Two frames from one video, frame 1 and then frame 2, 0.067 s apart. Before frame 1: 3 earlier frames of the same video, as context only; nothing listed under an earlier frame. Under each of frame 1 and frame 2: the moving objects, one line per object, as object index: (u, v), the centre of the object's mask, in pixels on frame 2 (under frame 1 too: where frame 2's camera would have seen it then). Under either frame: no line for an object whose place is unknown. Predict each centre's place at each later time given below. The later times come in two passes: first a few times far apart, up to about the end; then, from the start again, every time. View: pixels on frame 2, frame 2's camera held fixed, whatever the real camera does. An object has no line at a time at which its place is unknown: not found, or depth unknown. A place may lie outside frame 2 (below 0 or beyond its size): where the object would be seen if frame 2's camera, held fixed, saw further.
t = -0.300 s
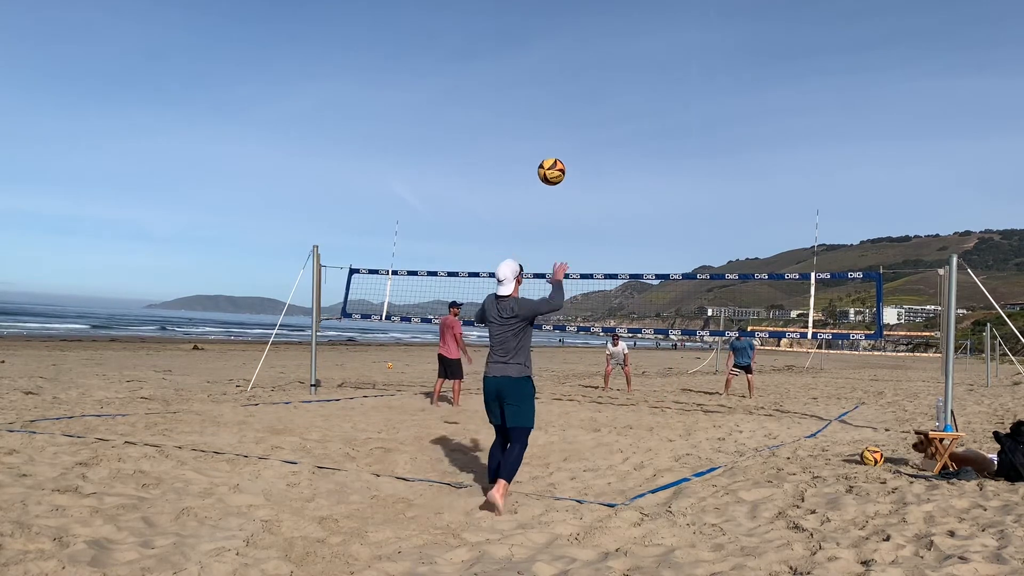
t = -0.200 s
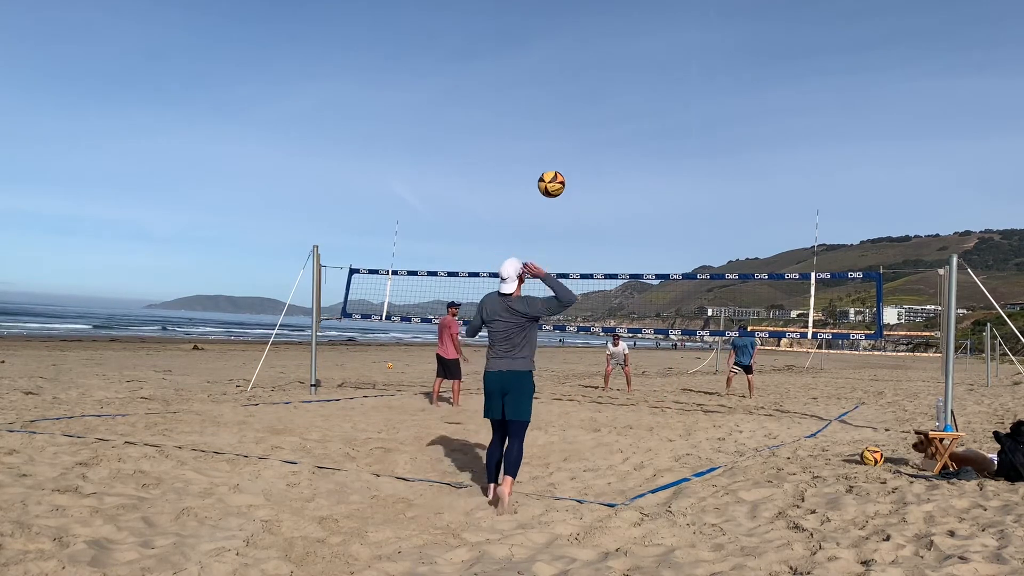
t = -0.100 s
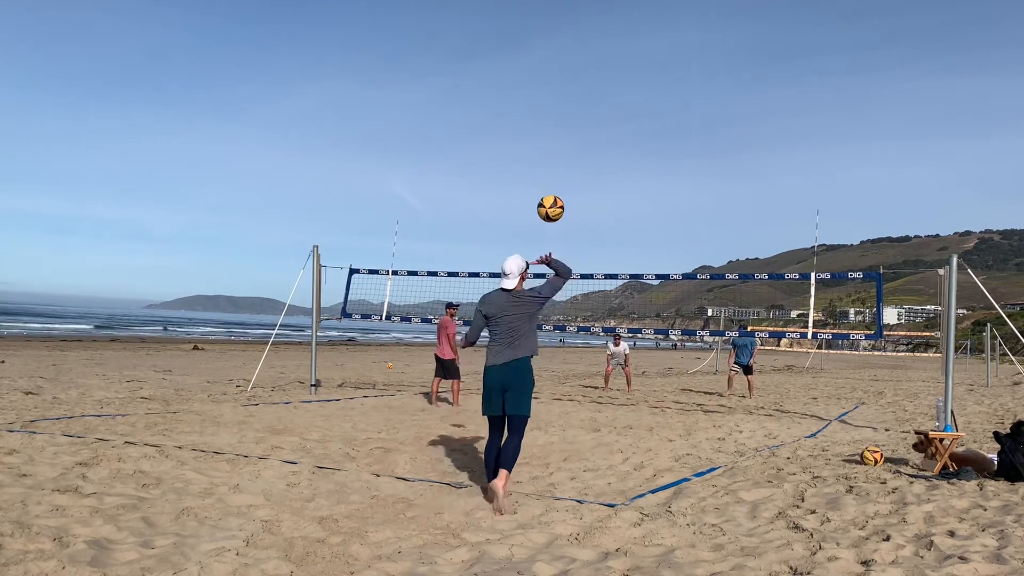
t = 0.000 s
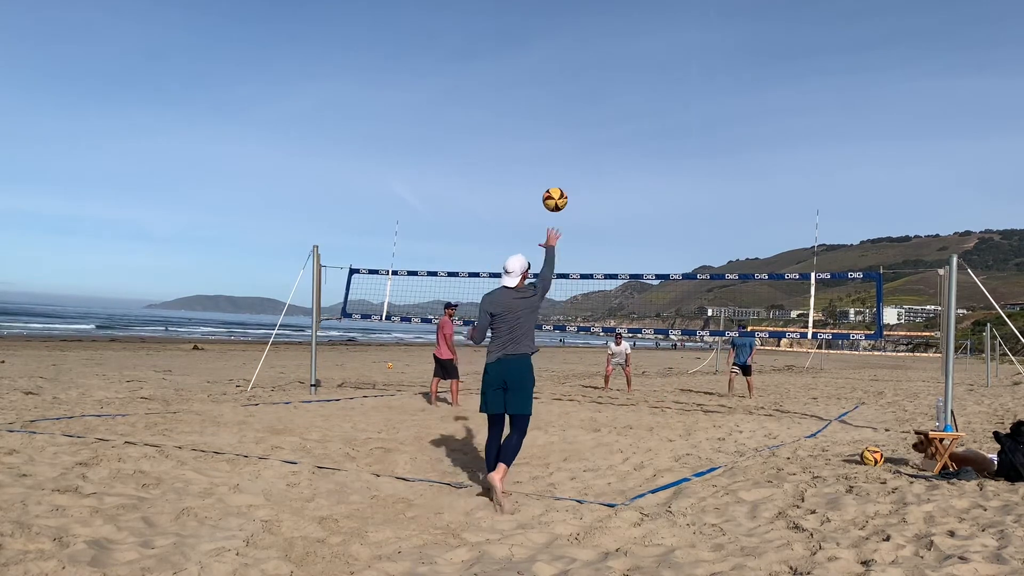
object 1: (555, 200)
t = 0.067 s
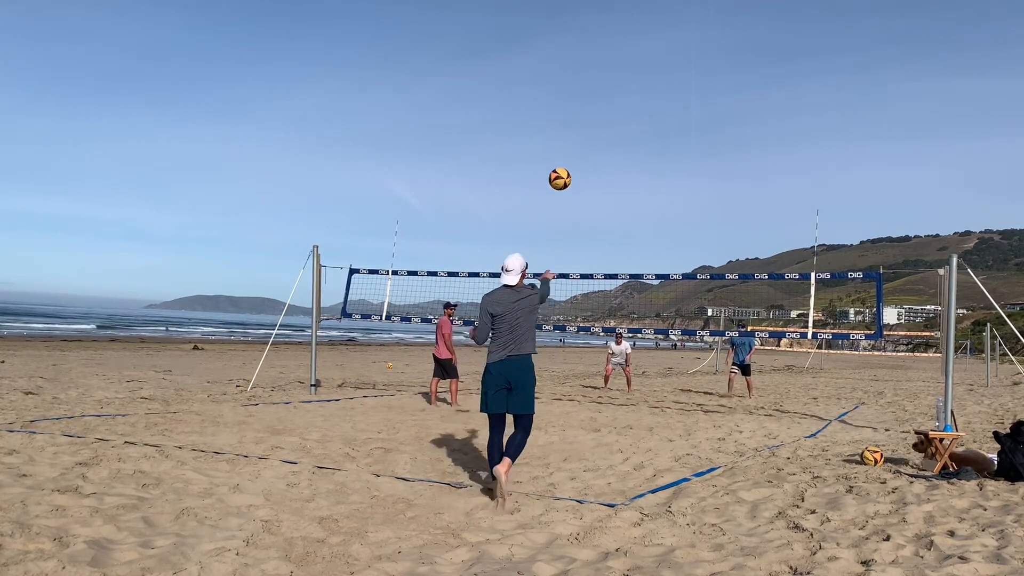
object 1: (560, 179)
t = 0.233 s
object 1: (568, 156)
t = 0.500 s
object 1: (572, 170)
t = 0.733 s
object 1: (573, 208)
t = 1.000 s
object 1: (575, 269)
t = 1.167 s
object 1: (576, 312)
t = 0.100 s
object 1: (562, 172)
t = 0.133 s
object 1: (564, 166)
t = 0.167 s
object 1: (565, 161)
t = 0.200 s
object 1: (567, 158)
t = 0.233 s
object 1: (568, 156)
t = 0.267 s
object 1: (569, 155)
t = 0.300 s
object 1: (570, 155)
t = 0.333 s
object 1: (571, 156)
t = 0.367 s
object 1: (571, 157)
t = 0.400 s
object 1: (571, 160)
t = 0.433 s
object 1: (572, 162)
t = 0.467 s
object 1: (572, 166)
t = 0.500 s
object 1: (572, 170)
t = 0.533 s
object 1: (572, 174)
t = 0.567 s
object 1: (572, 179)
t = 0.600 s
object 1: (572, 184)
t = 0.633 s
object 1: (572, 190)
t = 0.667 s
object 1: (572, 195)
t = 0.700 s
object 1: (572, 201)
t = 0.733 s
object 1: (573, 208)
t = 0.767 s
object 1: (573, 214)
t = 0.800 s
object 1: (573, 221)
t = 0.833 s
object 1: (574, 229)
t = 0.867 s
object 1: (574, 236)
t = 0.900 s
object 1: (574, 244)
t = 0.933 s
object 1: (575, 252)
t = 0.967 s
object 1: (575, 261)
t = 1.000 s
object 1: (575, 269)
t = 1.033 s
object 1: (575, 280)
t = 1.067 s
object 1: (576, 286)
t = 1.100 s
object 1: (576, 294)
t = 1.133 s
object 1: (576, 303)
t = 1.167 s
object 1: (576, 312)
